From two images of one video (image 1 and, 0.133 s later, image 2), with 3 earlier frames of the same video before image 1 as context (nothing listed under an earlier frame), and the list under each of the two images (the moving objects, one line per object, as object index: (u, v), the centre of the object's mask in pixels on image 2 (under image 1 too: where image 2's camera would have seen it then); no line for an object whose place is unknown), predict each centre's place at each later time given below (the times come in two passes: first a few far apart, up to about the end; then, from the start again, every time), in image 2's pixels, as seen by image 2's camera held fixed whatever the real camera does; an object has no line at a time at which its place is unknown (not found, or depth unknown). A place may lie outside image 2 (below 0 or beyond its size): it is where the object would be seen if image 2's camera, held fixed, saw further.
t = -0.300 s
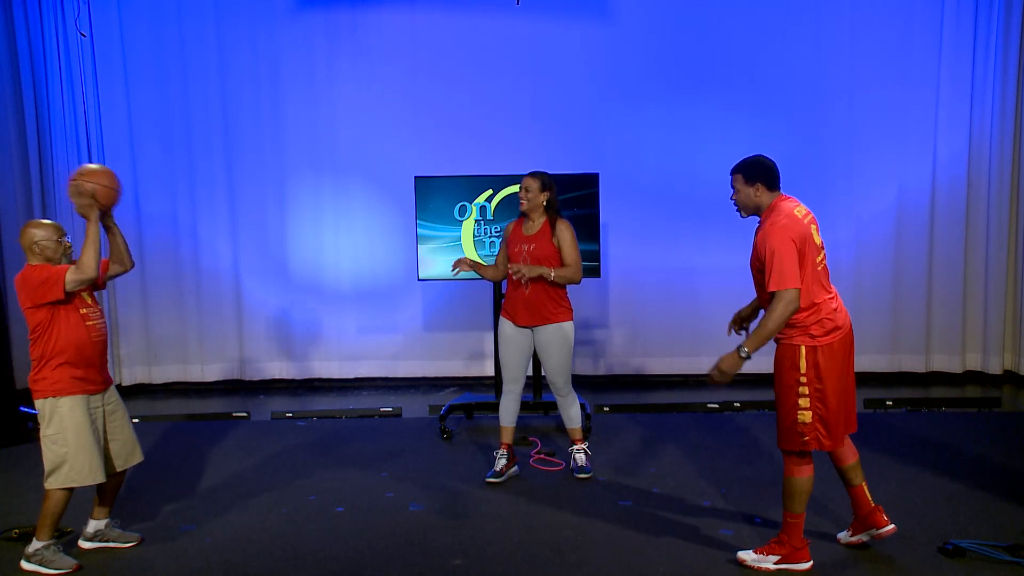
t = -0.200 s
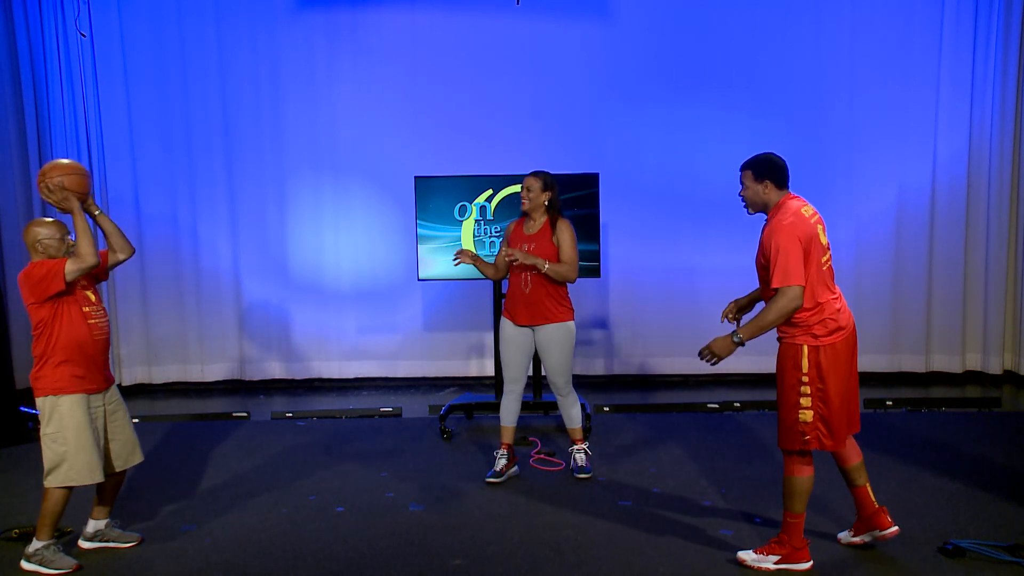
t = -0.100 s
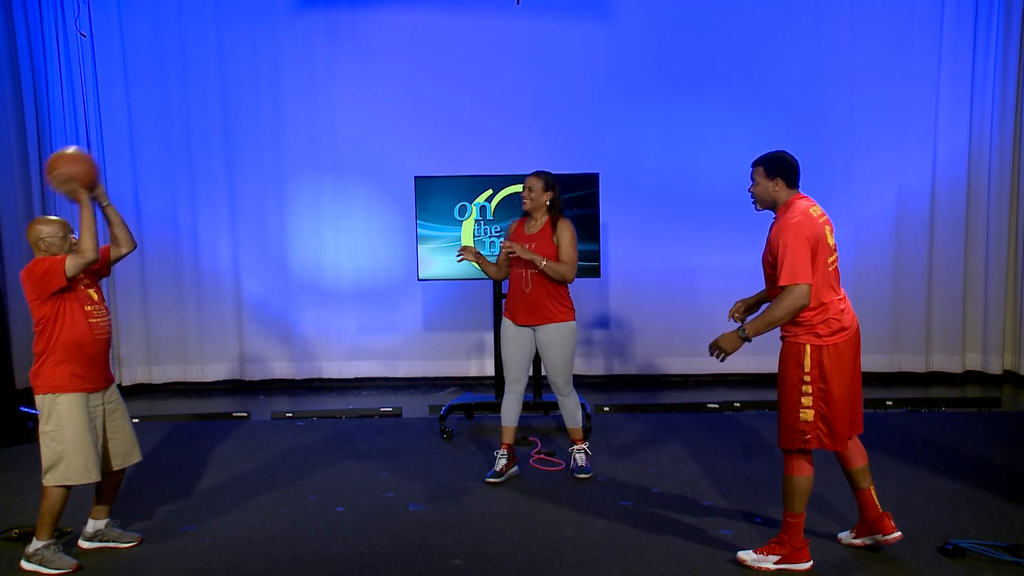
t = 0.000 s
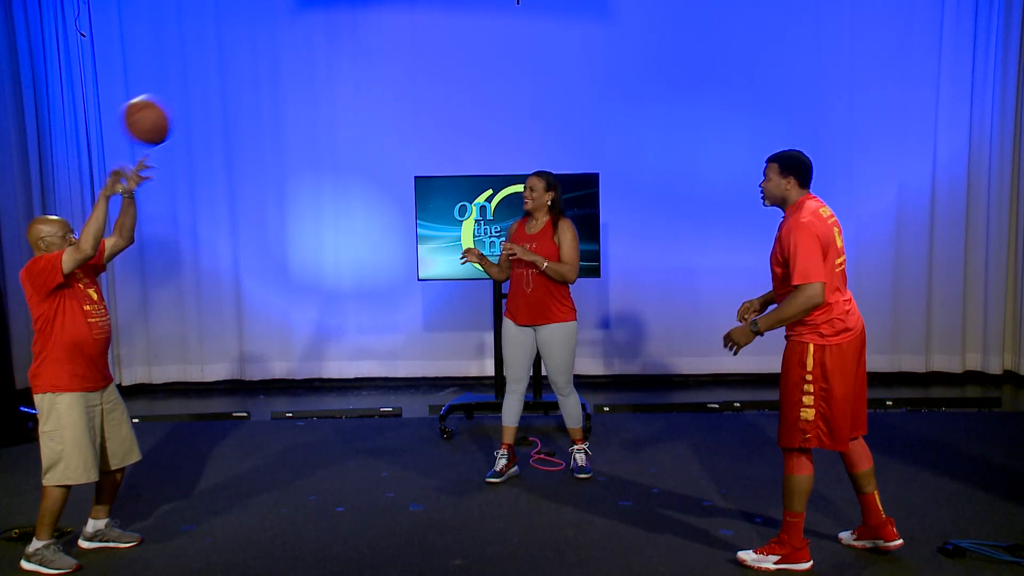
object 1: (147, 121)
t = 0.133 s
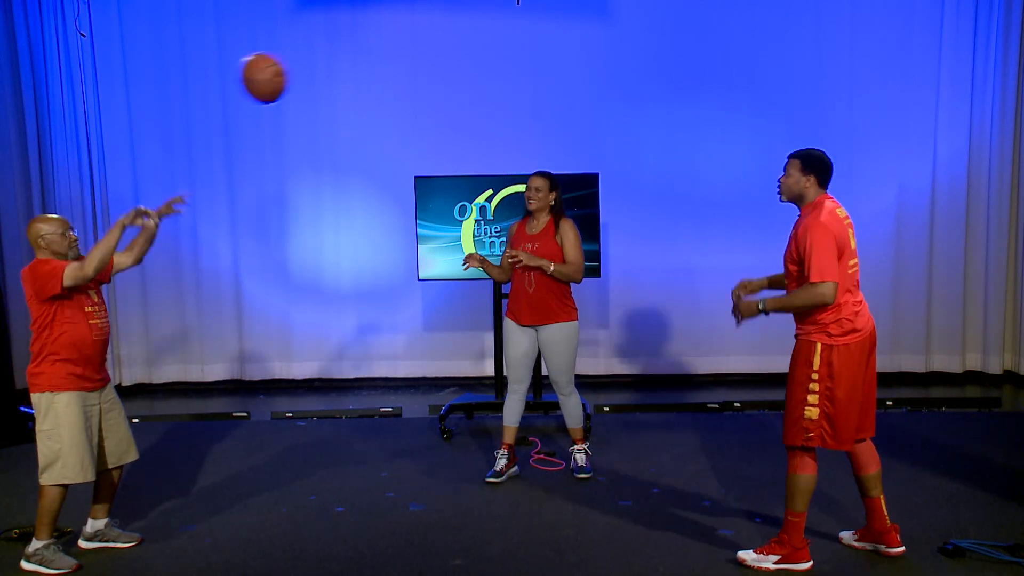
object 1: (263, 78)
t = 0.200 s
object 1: (323, 69)
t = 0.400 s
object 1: (503, 103)
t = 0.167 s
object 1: (293, 72)
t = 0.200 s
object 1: (323, 69)
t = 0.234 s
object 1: (352, 69)
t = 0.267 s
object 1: (382, 71)
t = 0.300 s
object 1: (412, 75)
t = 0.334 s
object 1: (442, 82)
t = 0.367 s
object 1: (472, 91)
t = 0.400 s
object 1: (503, 103)
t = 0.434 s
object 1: (533, 116)
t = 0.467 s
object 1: (563, 132)
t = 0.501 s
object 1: (594, 151)
